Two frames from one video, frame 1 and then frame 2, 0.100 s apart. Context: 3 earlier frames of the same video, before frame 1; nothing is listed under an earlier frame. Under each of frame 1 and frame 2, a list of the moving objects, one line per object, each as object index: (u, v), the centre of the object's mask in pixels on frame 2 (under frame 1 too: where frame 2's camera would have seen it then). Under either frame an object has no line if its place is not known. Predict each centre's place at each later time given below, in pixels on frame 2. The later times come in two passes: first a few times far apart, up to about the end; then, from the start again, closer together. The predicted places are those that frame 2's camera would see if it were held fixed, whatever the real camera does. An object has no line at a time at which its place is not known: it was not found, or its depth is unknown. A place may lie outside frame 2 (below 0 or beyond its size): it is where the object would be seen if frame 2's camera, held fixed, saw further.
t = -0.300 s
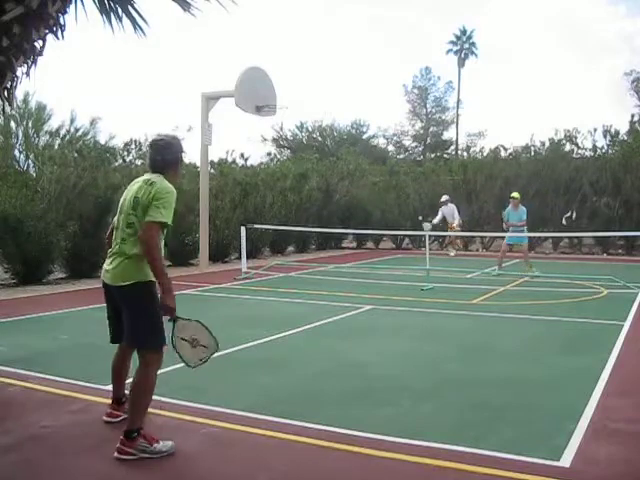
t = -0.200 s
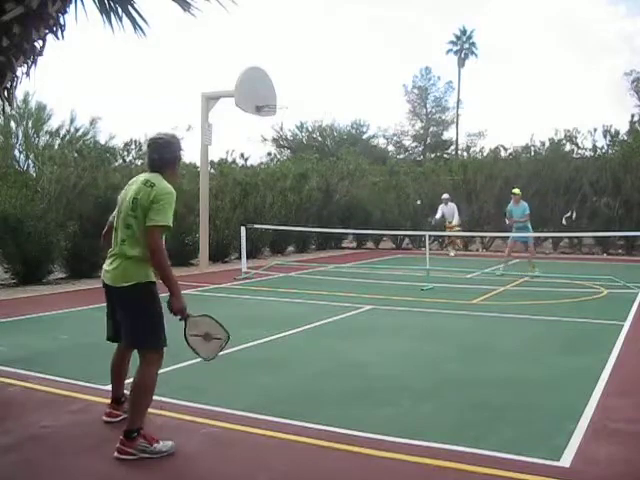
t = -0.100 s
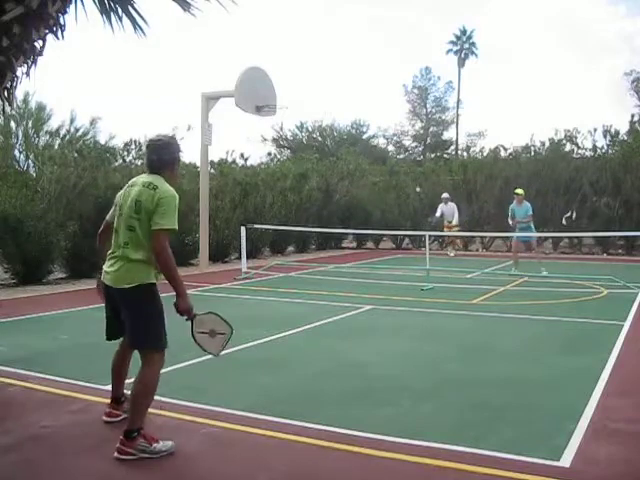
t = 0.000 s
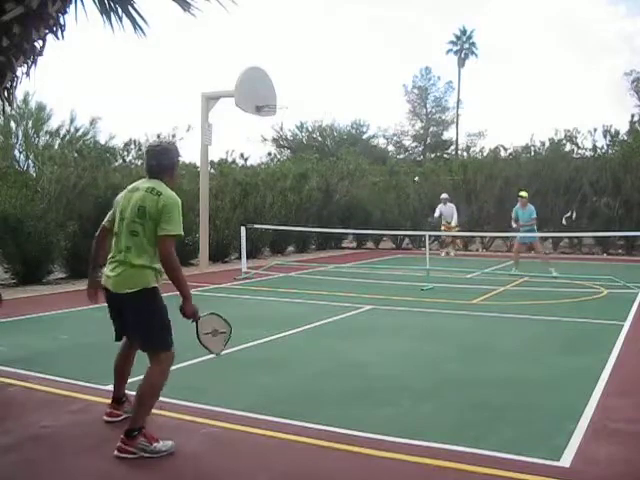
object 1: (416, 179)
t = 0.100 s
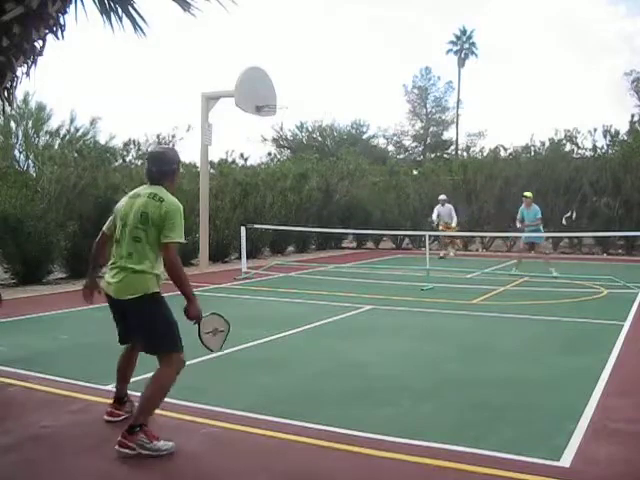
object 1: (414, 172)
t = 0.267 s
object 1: (413, 171)
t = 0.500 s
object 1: (413, 204)
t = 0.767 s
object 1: (414, 341)
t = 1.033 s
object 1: (413, 322)
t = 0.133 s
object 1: (414, 170)
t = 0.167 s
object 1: (414, 170)
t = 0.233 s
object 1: (413, 170)
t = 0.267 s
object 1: (413, 171)
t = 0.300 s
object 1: (413, 173)
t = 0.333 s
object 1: (413, 175)
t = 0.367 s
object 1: (413, 179)
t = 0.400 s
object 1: (413, 183)
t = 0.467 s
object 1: (413, 196)
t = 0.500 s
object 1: (413, 204)
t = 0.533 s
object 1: (414, 214)
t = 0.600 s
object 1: (414, 238)
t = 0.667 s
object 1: (415, 270)
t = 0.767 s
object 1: (414, 341)
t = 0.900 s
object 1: (414, 343)
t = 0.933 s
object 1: (414, 337)
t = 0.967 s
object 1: (413, 330)
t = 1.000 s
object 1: (414, 325)
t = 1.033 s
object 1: (413, 322)
